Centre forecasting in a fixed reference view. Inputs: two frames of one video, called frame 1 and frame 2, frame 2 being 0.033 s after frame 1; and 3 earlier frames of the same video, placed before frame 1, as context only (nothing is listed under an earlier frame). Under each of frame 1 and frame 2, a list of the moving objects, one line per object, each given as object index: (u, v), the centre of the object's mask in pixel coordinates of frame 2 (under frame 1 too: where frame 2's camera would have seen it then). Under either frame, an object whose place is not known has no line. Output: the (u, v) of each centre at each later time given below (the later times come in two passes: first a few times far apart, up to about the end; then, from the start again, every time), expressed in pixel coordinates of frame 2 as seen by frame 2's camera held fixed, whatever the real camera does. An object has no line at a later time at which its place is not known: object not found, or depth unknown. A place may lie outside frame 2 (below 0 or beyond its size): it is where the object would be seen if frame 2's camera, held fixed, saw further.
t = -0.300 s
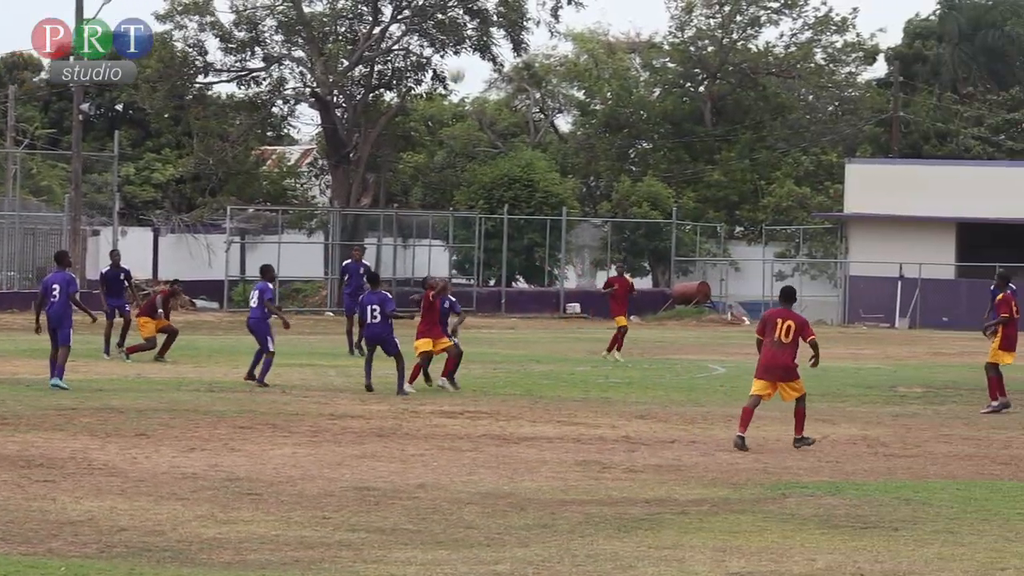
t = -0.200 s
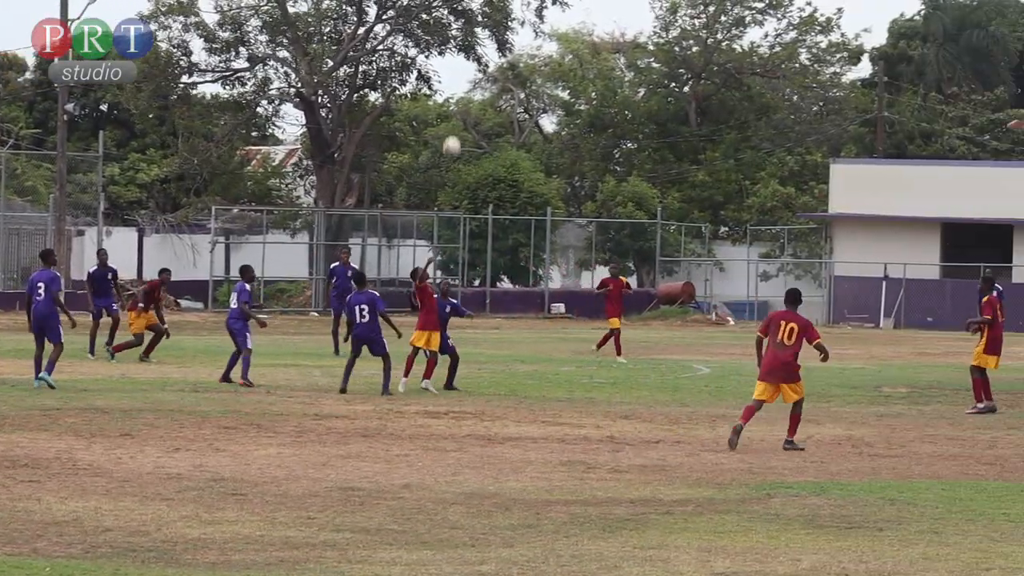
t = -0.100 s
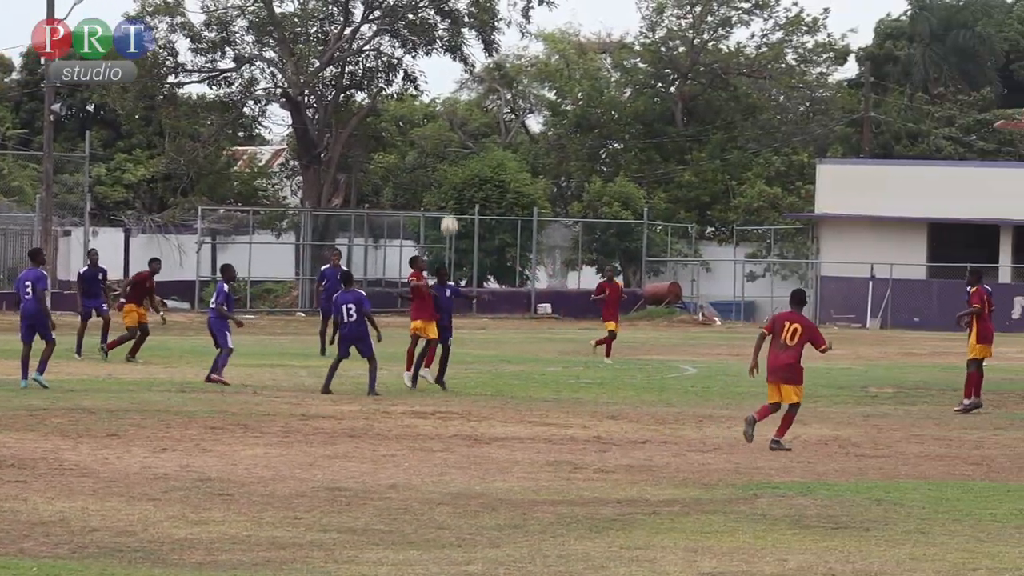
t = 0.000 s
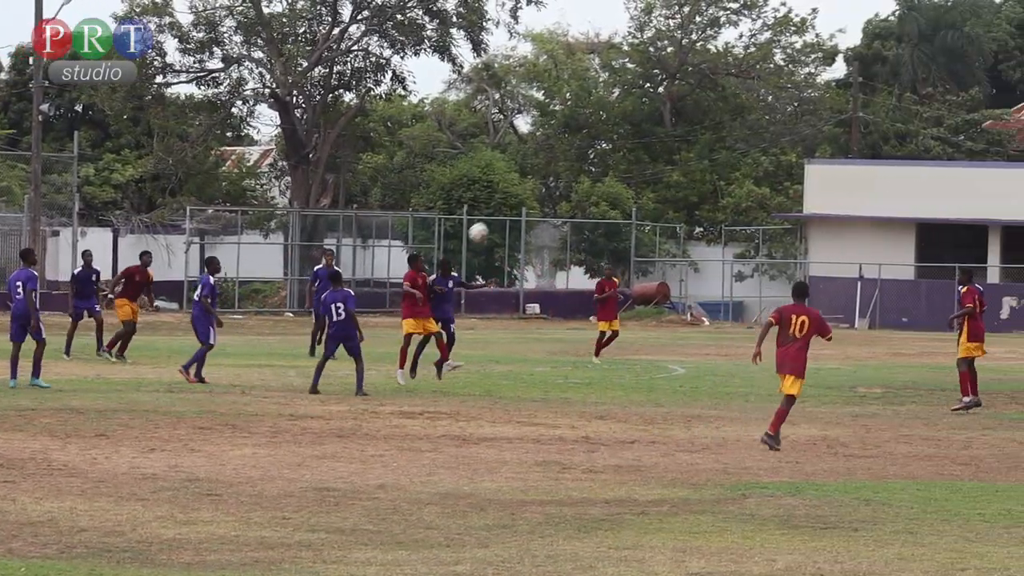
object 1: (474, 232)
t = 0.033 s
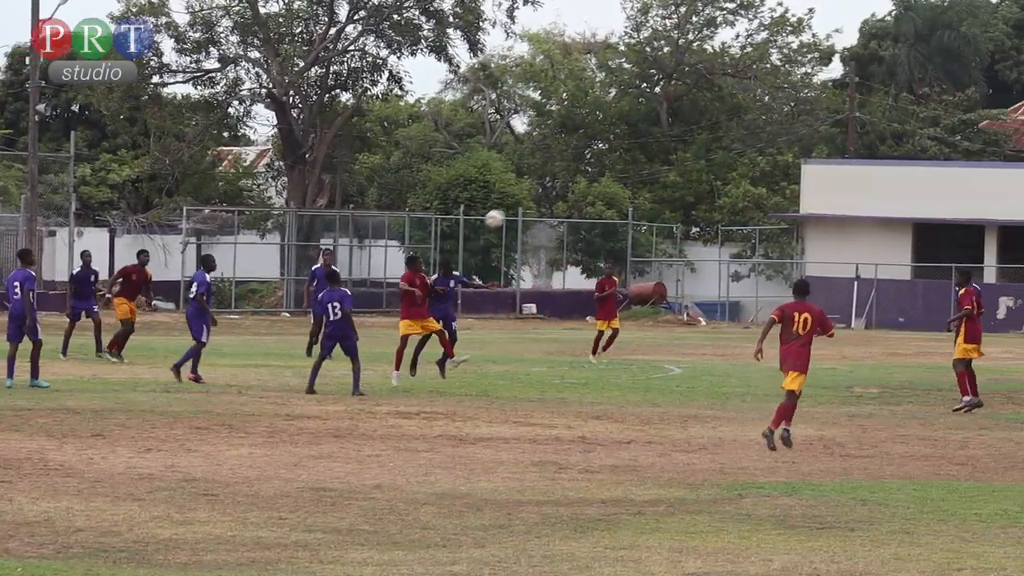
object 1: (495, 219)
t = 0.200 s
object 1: (597, 164)
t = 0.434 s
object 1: (745, 126)
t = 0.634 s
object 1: (881, 129)
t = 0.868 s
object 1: (1049, 183)
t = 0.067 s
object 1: (514, 206)
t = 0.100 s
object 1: (535, 194)
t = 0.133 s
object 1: (555, 183)
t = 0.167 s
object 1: (575, 173)
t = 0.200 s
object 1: (597, 164)
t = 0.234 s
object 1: (617, 156)
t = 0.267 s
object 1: (639, 149)
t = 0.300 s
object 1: (660, 143)
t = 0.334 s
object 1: (681, 137)
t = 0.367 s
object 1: (702, 132)
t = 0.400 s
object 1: (724, 129)
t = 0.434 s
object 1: (745, 126)
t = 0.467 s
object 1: (768, 124)
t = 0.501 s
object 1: (790, 124)
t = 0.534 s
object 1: (812, 123)
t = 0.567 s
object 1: (835, 125)
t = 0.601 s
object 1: (857, 126)
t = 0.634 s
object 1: (881, 129)
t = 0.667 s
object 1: (904, 134)
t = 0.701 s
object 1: (928, 139)
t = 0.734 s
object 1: (951, 145)
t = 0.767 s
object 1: (975, 152)
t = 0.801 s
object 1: (999, 161)
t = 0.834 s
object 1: (1024, 171)
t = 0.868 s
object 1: (1049, 183)
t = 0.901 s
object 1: (1074, 195)
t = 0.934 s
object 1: (1100, 208)
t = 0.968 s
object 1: (1125, 223)
